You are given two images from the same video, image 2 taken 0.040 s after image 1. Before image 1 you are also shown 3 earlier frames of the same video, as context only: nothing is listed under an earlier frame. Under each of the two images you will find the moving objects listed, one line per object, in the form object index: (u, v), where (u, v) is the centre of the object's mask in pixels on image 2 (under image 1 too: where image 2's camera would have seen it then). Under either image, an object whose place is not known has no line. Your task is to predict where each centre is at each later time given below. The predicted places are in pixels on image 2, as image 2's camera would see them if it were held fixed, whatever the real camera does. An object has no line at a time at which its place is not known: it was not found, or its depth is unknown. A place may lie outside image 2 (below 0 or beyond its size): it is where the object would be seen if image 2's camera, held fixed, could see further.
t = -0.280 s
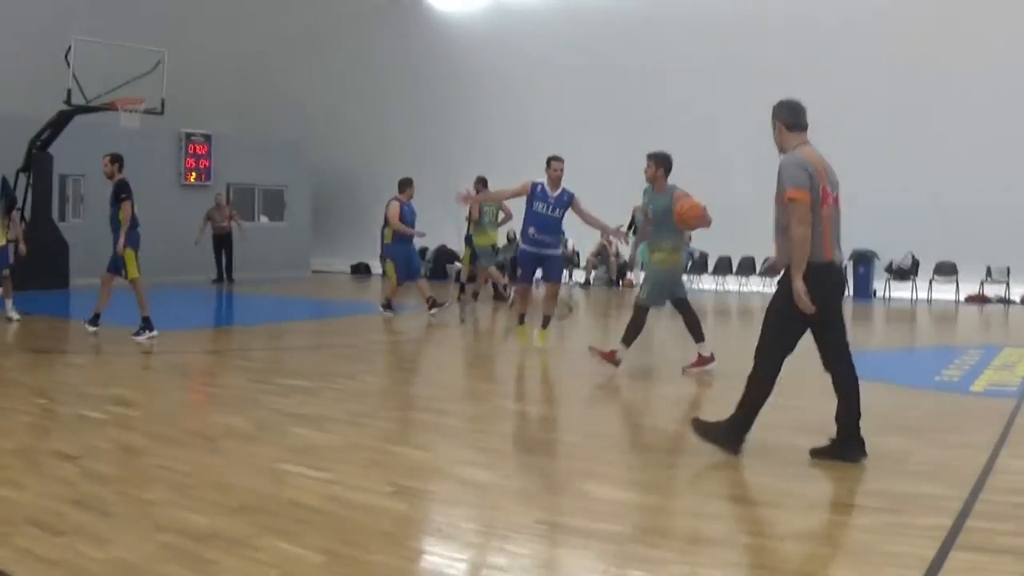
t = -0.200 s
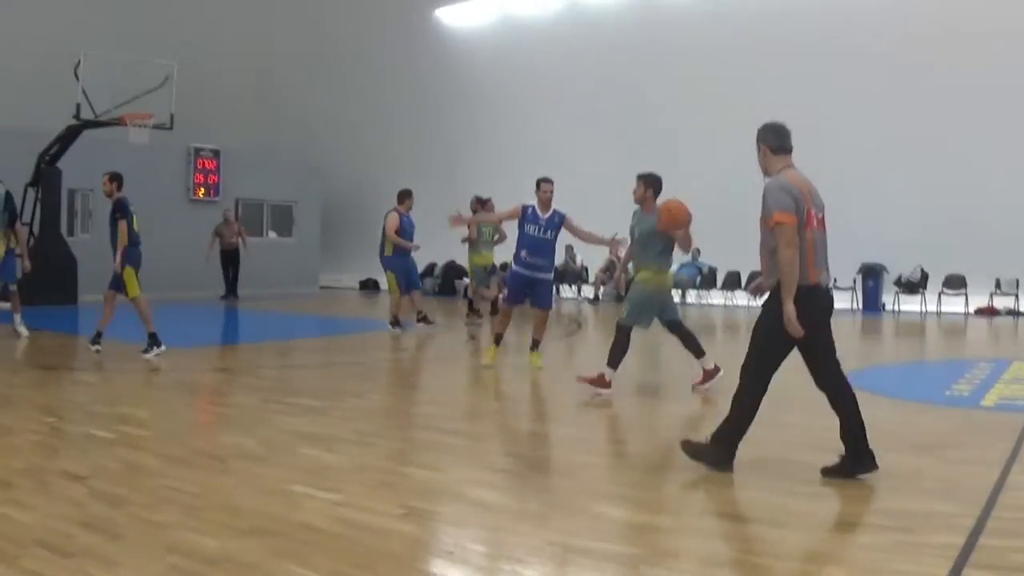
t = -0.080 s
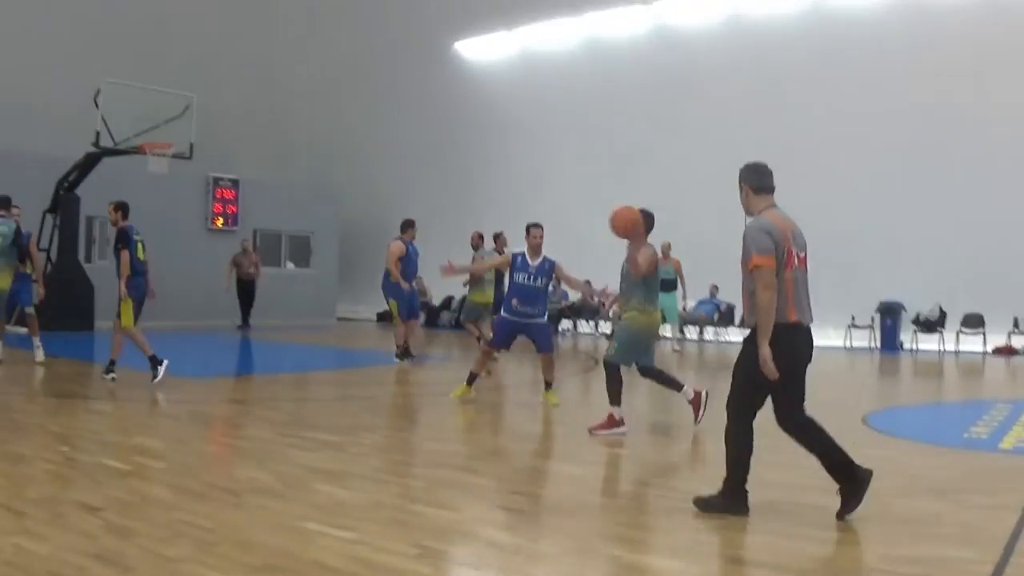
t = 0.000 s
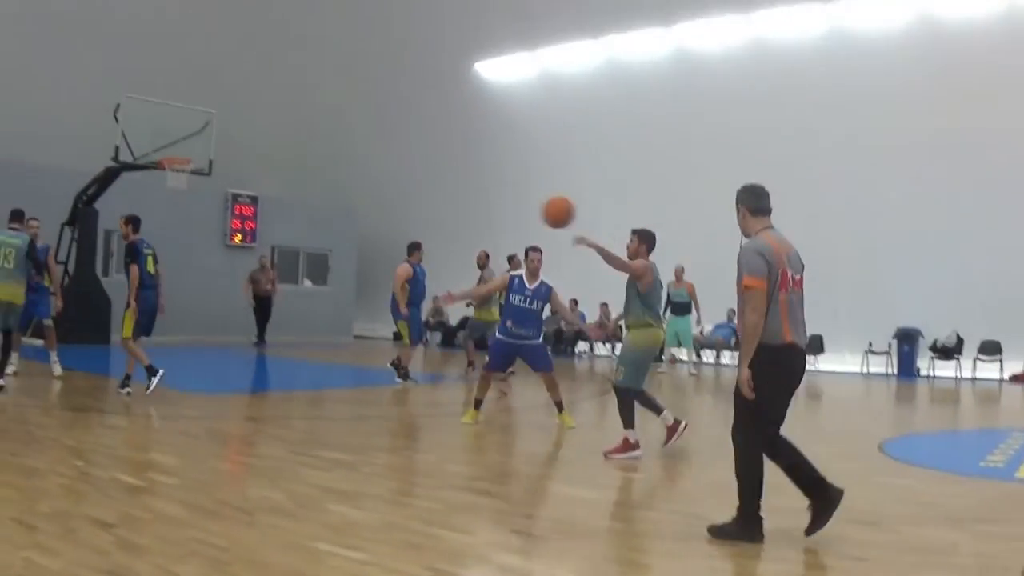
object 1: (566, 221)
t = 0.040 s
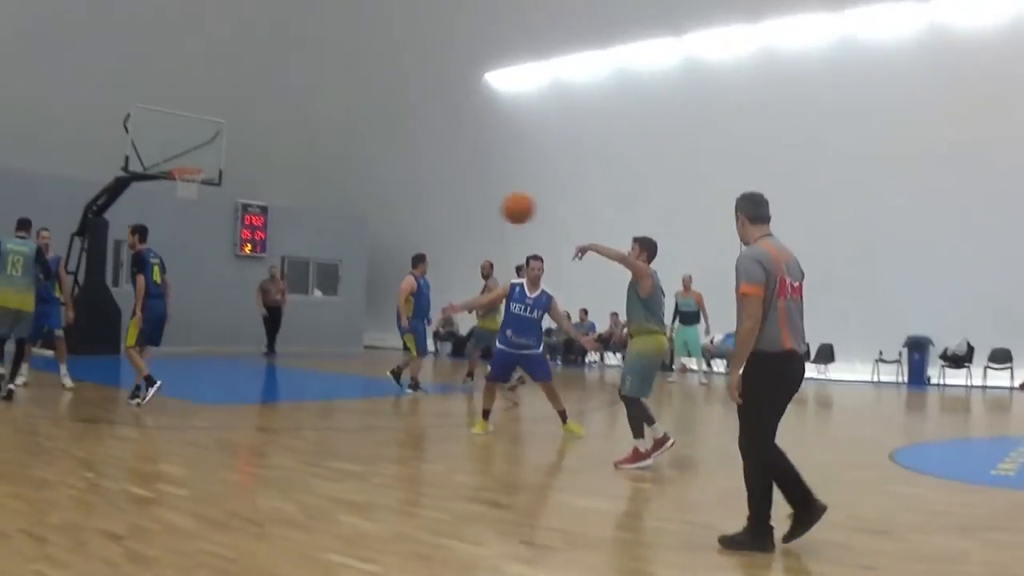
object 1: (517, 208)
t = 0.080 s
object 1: (471, 196)
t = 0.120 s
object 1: (424, 188)
